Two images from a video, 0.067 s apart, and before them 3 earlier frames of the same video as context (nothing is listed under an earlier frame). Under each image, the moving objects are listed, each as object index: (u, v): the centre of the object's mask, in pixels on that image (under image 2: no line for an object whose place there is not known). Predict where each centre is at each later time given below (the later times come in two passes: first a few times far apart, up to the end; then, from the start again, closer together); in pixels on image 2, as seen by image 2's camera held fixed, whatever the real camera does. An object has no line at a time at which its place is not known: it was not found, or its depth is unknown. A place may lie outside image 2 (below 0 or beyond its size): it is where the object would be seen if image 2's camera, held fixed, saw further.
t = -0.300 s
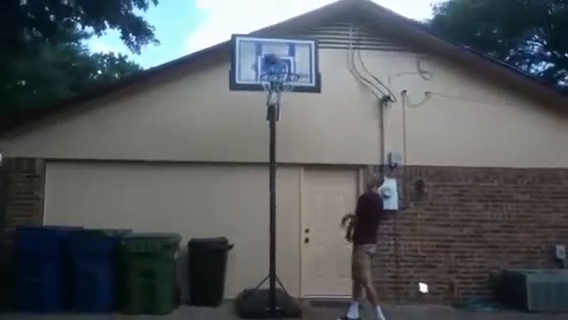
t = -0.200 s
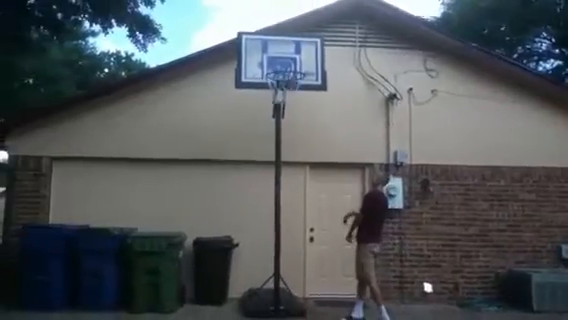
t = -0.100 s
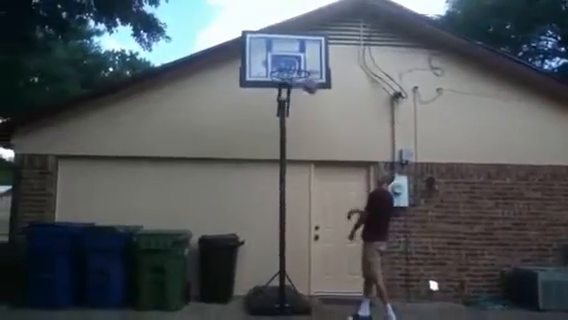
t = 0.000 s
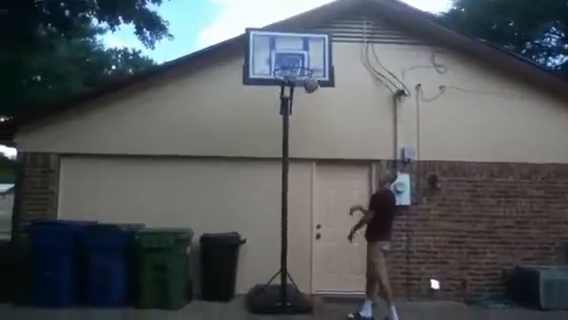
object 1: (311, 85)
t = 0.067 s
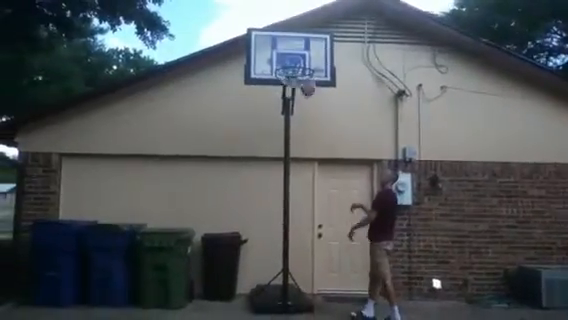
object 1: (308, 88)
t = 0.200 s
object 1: (299, 98)
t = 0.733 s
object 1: (251, 280)
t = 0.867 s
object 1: (238, 293)
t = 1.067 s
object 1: (225, 210)
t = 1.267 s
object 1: (208, 161)
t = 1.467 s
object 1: (190, 141)
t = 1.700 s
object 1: (166, 161)
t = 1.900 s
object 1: (145, 228)
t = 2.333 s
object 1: (110, 235)
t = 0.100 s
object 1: (306, 87)
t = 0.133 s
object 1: (304, 92)
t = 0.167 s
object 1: (300, 95)
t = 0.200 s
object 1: (299, 98)
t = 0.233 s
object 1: (297, 100)
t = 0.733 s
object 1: (251, 280)
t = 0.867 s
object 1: (238, 293)
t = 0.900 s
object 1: (239, 276)
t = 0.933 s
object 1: (237, 260)
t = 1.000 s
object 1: (229, 234)
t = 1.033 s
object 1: (228, 221)
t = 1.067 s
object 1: (225, 210)
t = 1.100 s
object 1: (223, 200)
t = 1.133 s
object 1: (220, 190)
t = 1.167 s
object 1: (217, 181)
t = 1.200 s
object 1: (214, 173)
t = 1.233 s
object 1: (212, 167)
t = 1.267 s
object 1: (208, 161)
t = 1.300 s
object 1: (204, 153)
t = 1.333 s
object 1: (203, 149)
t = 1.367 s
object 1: (201, 144)
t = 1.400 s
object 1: (197, 141)
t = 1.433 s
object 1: (193, 142)
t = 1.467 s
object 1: (190, 141)
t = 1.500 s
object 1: (186, 141)
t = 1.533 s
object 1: (183, 142)
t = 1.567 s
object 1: (180, 144)
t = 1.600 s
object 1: (176, 147)
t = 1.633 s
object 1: (174, 152)
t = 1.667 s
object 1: (170, 158)
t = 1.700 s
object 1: (166, 161)
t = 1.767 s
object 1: (162, 182)
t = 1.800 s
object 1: (159, 193)
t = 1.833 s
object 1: (154, 203)
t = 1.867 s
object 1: (151, 215)
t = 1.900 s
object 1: (145, 228)
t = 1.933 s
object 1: (142, 244)
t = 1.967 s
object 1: (139, 262)
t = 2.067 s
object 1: (126, 322)
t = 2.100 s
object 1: (123, 340)
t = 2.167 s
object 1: (118, 305)
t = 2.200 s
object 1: (121, 287)
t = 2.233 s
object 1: (119, 272)
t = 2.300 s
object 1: (114, 247)
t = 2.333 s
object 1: (110, 235)
